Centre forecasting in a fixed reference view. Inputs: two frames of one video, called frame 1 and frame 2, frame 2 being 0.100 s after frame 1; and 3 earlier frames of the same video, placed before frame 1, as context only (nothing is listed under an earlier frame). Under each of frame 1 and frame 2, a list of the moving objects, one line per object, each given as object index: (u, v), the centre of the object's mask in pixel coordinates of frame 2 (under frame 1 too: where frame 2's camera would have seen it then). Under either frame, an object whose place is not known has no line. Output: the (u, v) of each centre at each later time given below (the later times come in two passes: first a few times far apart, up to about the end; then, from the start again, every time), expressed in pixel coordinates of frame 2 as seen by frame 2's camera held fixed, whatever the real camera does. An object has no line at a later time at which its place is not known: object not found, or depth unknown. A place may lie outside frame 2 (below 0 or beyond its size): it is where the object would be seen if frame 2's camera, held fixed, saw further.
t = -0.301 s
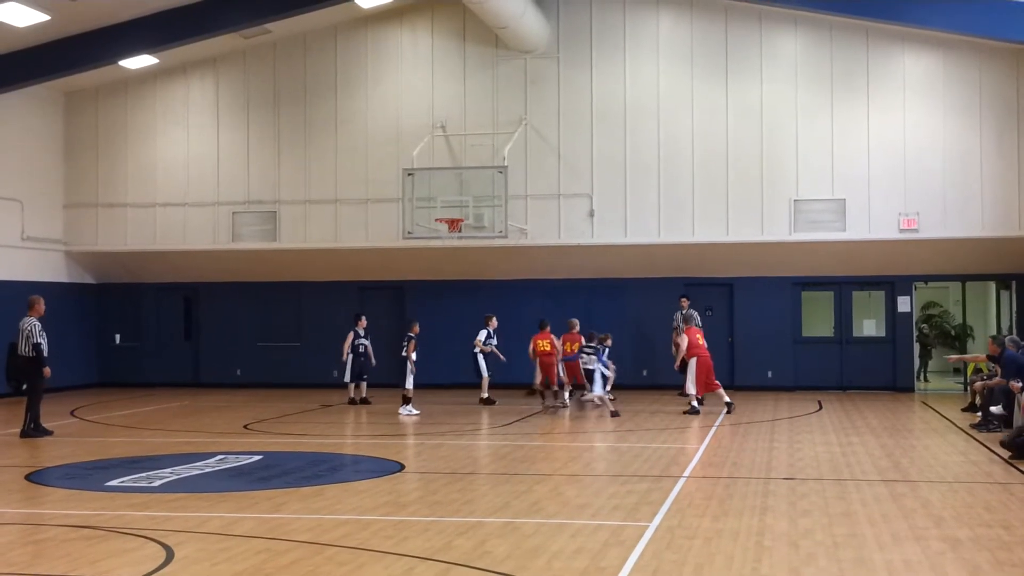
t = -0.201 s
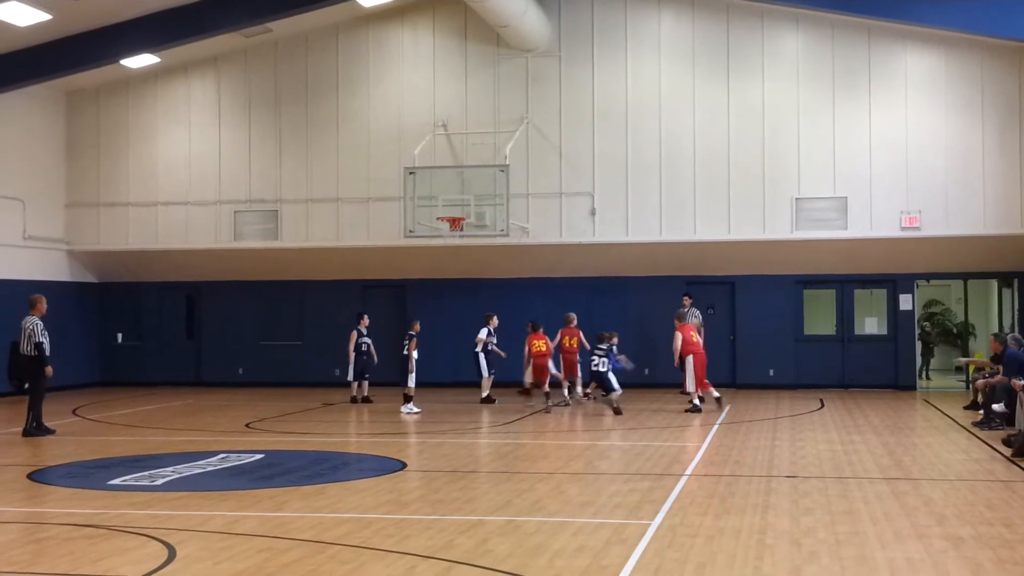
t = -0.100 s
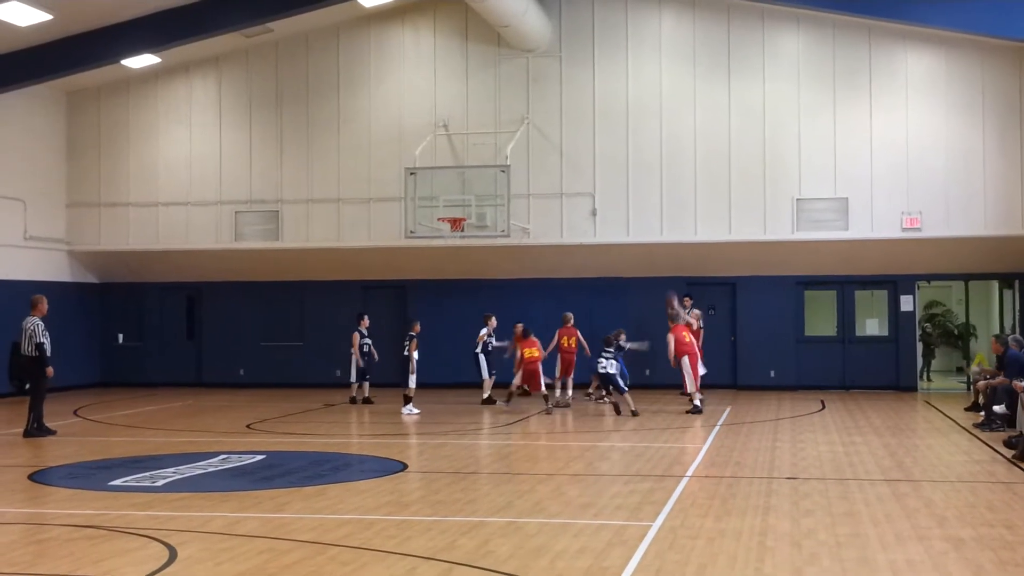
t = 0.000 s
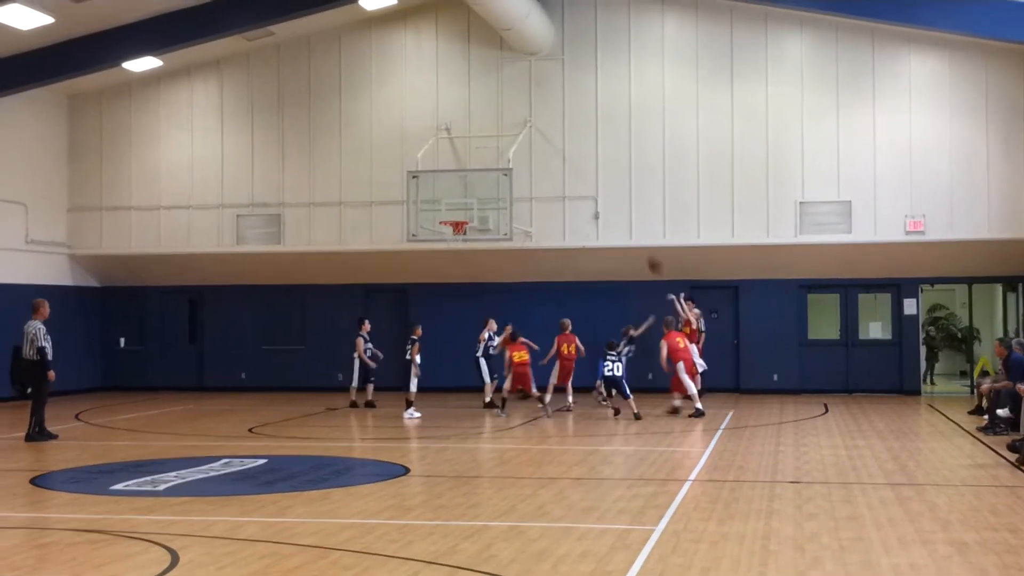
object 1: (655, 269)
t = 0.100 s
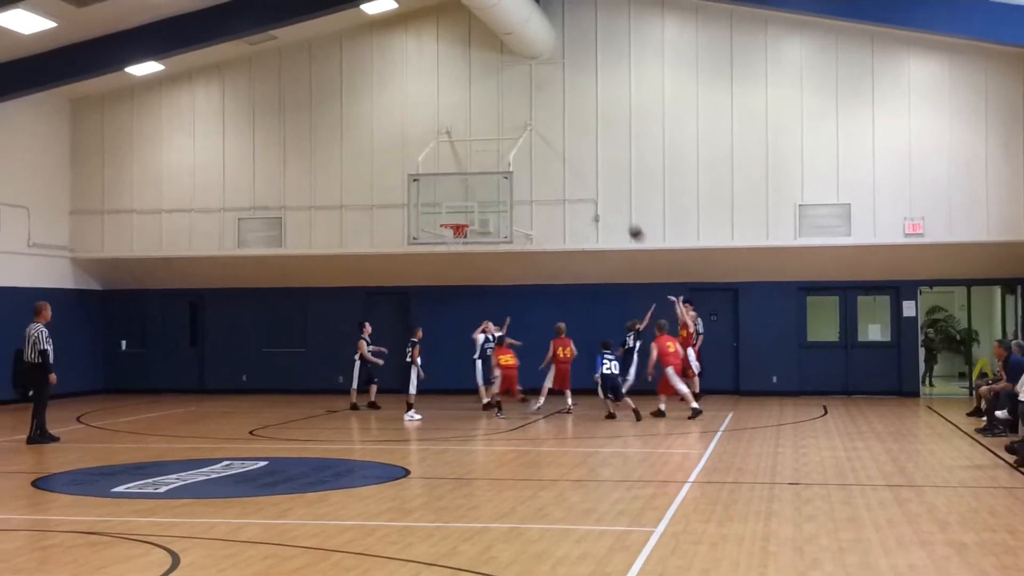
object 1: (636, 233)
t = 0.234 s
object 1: (612, 197)
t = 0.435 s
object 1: (576, 165)
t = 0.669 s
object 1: (537, 155)
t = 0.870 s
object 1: (503, 173)
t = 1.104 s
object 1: (465, 216)
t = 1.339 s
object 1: (442, 199)
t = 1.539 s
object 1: (422, 209)
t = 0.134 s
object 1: (630, 223)
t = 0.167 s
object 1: (624, 213)
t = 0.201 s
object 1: (617, 203)
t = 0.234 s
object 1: (612, 197)
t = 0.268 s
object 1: (606, 189)
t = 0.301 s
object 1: (600, 183)
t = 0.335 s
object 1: (594, 178)
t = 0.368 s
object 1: (588, 172)
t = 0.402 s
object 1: (582, 168)
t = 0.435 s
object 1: (576, 165)
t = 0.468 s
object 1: (571, 161)
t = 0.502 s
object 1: (565, 158)
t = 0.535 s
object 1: (559, 156)
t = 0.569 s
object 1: (554, 155)
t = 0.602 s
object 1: (548, 155)
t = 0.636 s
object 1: (543, 155)
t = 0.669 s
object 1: (537, 155)
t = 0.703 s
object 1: (531, 157)
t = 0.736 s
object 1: (525, 159)
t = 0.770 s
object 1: (520, 161)
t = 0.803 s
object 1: (515, 164)
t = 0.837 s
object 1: (509, 169)
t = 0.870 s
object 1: (503, 173)
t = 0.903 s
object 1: (497, 178)
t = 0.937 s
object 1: (491, 184)
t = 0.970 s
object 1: (486, 190)
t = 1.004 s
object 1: (480, 197)
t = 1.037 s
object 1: (475, 205)
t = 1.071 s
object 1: (470, 213)
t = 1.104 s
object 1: (465, 216)
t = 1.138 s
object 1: (461, 212)
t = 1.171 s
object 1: (458, 208)
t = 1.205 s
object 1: (455, 205)
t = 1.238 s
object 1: (452, 202)
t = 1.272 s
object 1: (448, 200)
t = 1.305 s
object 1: (444, 200)
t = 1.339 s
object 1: (442, 199)
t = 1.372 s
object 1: (438, 200)
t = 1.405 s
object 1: (434, 200)
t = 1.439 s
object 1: (431, 202)
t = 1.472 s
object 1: (429, 204)
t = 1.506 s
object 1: (425, 206)
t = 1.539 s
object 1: (422, 209)
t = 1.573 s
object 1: (419, 213)
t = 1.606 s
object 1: (415, 218)
